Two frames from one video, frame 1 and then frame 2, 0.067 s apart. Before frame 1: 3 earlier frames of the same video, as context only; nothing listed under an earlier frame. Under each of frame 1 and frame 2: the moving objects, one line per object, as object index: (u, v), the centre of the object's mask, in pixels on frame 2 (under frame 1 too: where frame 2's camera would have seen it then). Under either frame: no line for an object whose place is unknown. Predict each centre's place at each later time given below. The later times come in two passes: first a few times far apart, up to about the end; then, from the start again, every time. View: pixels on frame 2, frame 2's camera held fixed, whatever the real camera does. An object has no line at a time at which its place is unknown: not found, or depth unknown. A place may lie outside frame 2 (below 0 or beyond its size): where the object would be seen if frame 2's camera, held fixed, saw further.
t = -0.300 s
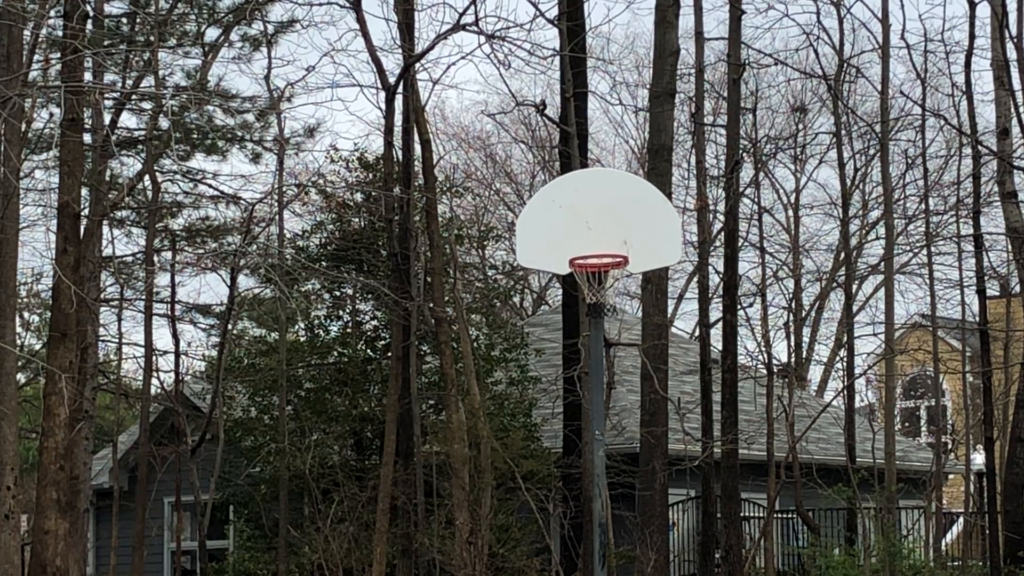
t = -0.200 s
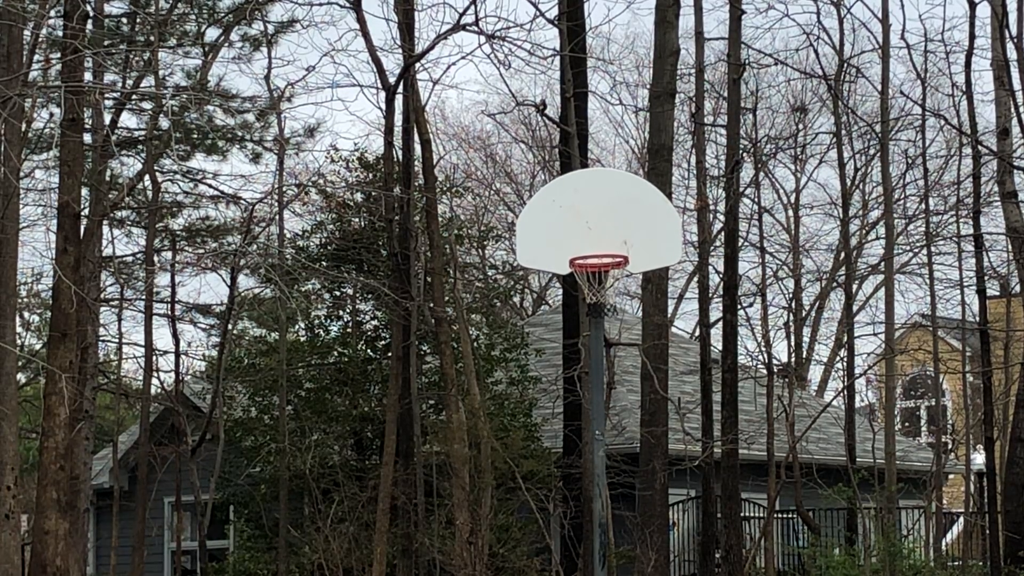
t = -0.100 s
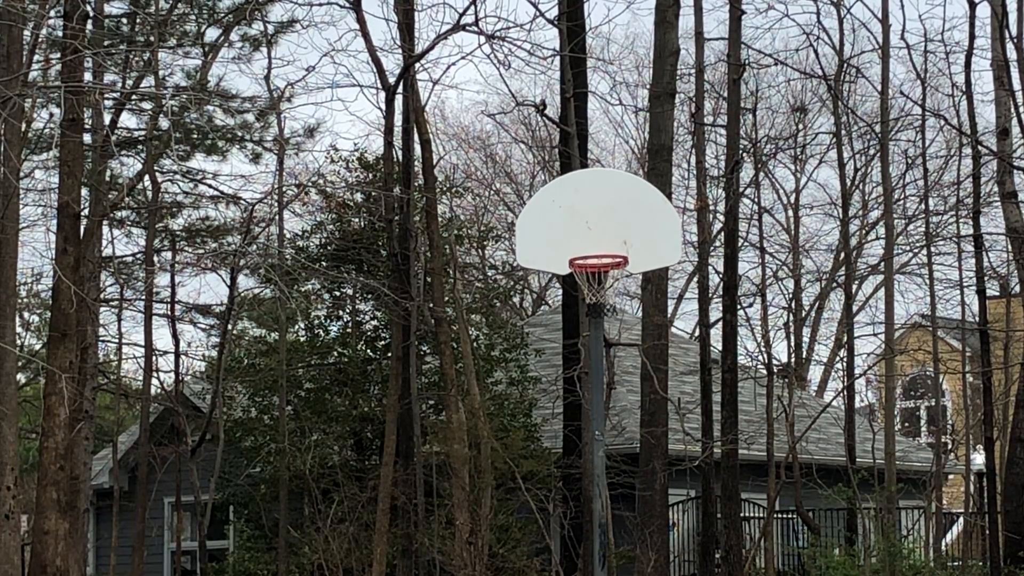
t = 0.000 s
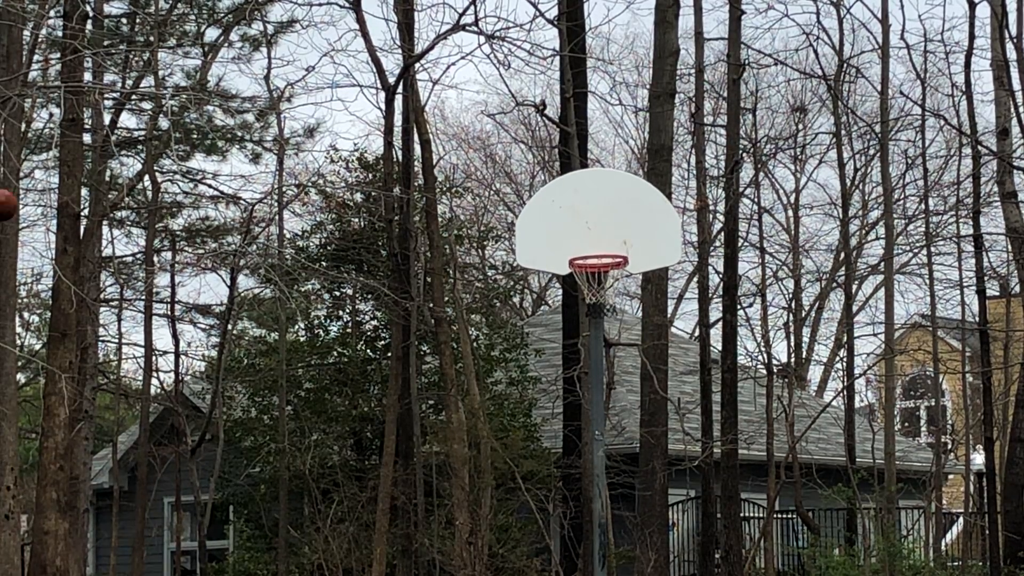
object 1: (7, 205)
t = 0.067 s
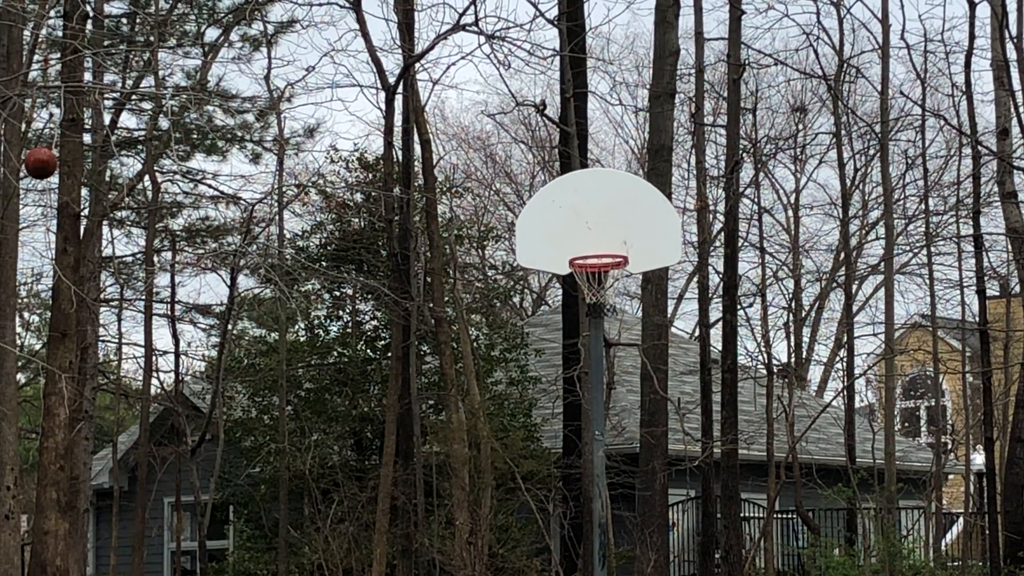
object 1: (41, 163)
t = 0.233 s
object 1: (135, 87)
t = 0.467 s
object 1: (260, 43)
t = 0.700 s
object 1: (379, 67)
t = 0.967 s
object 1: (505, 171)
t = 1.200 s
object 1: (544, 230)
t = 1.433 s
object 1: (484, 200)
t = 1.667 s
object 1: (422, 234)
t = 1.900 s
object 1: (356, 337)
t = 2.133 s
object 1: (286, 518)
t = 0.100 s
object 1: (60, 144)
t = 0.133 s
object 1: (79, 128)
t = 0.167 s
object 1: (98, 112)
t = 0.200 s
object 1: (116, 99)
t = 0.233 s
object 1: (135, 87)
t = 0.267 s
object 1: (154, 76)
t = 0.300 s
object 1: (172, 67)
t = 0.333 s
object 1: (190, 59)
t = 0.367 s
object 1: (208, 53)
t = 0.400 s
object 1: (225, 48)
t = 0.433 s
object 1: (243, 45)
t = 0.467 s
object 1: (260, 43)
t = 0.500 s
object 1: (277, 43)
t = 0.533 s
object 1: (295, 43)
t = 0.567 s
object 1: (312, 46)
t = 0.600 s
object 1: (329, 49)
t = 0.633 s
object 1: (345, 54)
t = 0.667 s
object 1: (362, 60)
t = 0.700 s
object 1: (379, 67)
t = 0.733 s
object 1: (395, 77)
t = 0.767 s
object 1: (411, 86)
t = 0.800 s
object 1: (427, 97)
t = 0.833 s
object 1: (443, 110)
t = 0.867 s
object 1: (459, 123)
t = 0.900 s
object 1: (474, 138)
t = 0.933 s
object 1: (490, 154)
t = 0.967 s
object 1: (505, 171)
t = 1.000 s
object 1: (520, 190)
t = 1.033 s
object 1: (536, 209)
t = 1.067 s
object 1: (551, 230)
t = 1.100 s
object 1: (565, 251)
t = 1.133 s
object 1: (561, 249)
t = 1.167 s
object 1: (552, 240)
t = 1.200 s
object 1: (544, 230)
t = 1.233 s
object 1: (535, 222)
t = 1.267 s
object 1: (526, 215)
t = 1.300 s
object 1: (518, 210)
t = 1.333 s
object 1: (510, 205)
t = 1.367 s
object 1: (501, 202)
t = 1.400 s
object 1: (493, 201)
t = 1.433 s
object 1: (484, 200)
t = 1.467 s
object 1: (476, 201)
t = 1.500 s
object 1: (467, 203)
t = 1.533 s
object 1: (458, 206)
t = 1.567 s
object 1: (449, 211)
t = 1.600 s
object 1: (440, 217)
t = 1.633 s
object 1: (431, 224)
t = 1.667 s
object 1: (422, 234)
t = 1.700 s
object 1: (413, 244)
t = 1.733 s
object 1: (404, 255)
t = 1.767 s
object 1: (395, 269)
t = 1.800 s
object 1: (385, 283)
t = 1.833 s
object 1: (376, 300)
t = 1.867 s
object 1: (366, 317)
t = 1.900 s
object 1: (356, 337)
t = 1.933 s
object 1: (346, 358)
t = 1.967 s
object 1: (337, 380)
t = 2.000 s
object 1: (327, 405)
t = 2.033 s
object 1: (317, 430)
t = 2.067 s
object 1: (307, 458)
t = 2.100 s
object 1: (296, 487)
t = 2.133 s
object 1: (286, 518)
